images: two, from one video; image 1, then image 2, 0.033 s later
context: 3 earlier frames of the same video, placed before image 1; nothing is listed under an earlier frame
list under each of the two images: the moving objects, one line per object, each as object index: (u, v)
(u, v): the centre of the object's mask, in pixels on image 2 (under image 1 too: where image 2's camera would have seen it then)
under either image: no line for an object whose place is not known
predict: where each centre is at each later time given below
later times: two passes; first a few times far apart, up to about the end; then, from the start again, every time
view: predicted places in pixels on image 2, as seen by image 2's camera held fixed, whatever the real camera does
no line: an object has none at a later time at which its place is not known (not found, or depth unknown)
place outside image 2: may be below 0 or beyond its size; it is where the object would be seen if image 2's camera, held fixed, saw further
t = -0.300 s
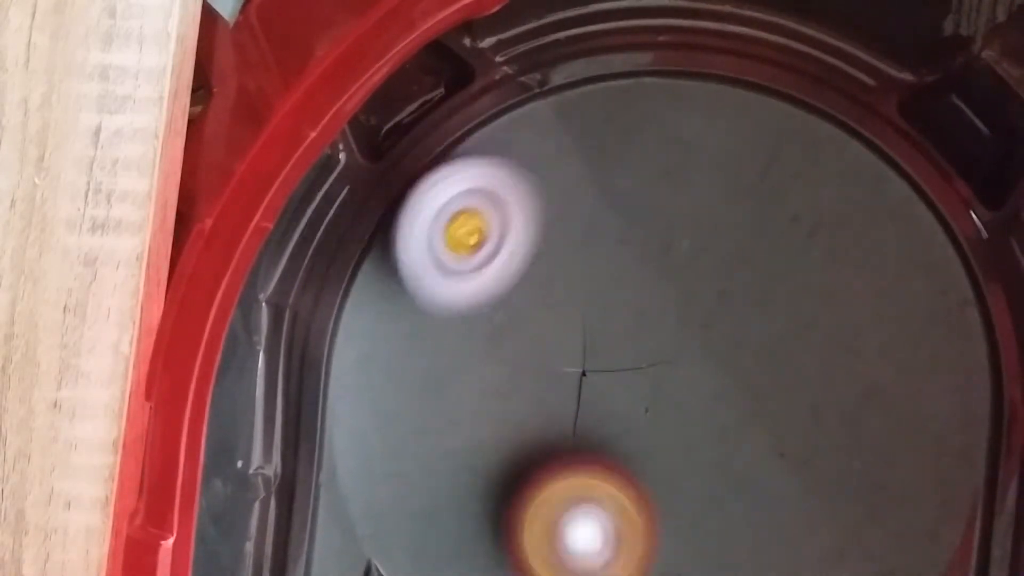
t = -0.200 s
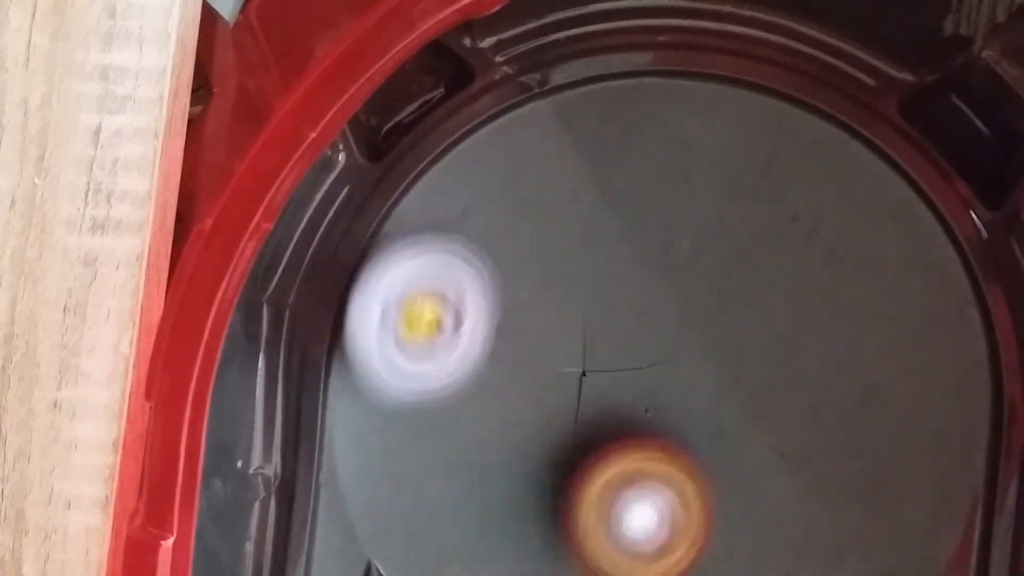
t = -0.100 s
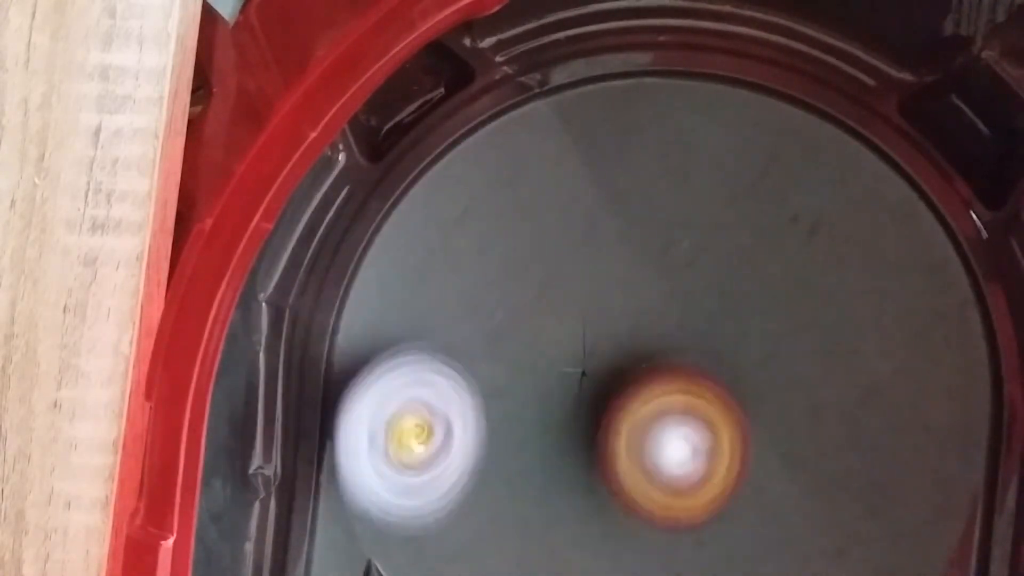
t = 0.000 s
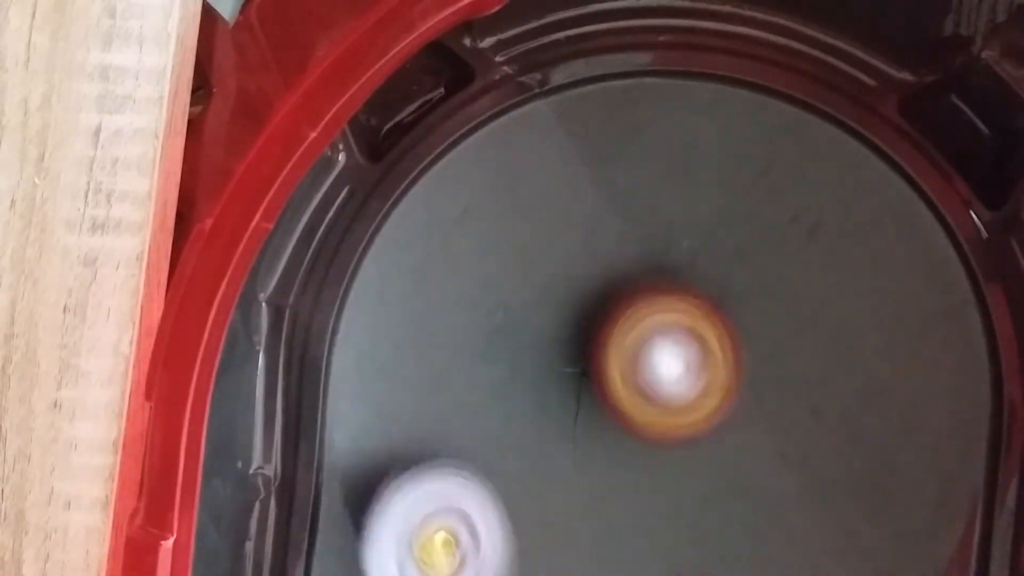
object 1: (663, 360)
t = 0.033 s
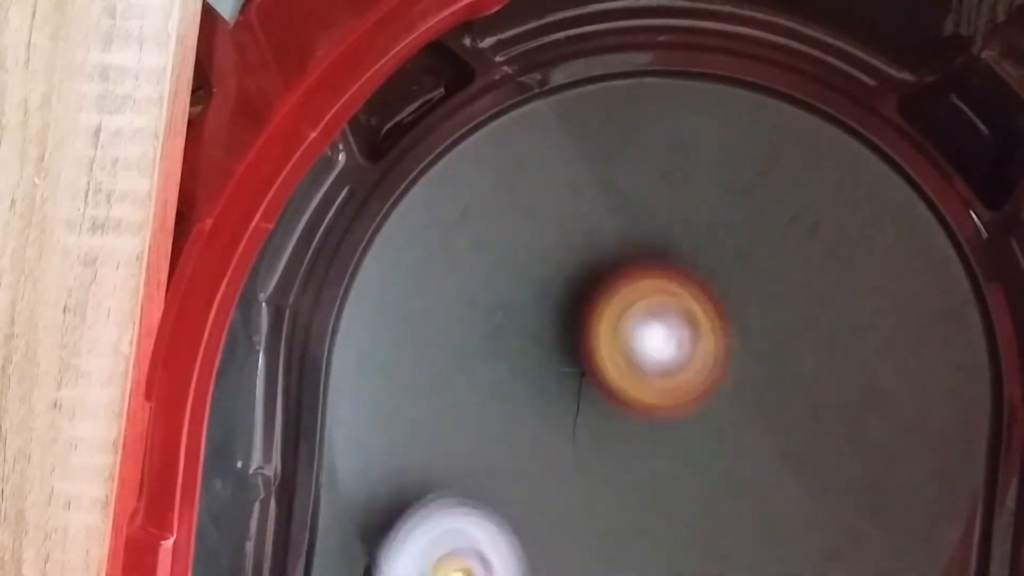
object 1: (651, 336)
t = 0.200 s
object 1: (569, 299)
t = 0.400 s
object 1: (575, 432)
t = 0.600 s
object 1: (748, 420)
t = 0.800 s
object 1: (751, 272)
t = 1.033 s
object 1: (564, 327)
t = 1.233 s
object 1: (628, 526)
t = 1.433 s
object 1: (839, 535)
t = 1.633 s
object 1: (840, 364)
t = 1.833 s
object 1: (613, 276)
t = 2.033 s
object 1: (495, 423)
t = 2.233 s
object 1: (563, 546)
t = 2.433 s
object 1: (763, 525)
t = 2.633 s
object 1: (782, 358)
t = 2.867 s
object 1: (621, 248)
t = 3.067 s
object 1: (534, 372)
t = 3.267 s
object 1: (628, 415)
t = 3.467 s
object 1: (745, 379)
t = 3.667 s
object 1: (723, 263)
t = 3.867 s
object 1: (589, 205)
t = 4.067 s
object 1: (511, 296)
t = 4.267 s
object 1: (438, 343)
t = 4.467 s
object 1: (518, 433)
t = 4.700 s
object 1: (656, 454)
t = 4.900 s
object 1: (656, 422)
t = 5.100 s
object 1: (665, 409)
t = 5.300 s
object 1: (673, 407)
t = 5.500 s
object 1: (683, 420)
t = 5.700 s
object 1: (685, 433)
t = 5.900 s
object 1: (683, 442)
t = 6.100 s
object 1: (714, 417)
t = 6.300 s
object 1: (739, 401)
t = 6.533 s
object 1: (731, 393)
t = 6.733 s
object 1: (740, 423)
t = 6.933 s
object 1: (715, 447)
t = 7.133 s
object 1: (686, 443)
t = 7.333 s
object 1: (716, 456)
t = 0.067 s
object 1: (635, 318)
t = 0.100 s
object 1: (619, 305)
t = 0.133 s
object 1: (602, 297)
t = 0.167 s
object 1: (585, 294)
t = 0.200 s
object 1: (569, 299)
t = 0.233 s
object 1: (551, 311)
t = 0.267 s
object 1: (544, 333)
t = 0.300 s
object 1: (541, 354)
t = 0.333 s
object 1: (544, 381)
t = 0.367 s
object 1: (556, 409)
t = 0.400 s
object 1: (575, 432)
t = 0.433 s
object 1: (600, 448)
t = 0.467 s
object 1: (630, 454)
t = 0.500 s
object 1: (660, 455)
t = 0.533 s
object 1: (691, 448)
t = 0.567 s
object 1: (720, 436)
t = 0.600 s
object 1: (748, 420)
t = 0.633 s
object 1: (770, 400)
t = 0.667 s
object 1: (781, 379)
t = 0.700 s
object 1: (786, 355)
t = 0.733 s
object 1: (783, 329)
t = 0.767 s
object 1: (768, 299)
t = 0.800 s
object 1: (751, 272)
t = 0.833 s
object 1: (723, 251)
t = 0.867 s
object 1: (692, 242)
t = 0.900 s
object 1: (658, 242)
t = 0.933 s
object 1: (624, 252)
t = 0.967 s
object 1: (597, 270)
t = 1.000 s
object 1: (578, 296)
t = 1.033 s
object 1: (564, 327)
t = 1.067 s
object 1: (555, 361)
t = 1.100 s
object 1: (555, 401)
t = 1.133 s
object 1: (559, 441)
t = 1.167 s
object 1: (578, 479)
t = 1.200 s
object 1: (601, 509)
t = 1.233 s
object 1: (628, 526)
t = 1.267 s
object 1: (657, 537)
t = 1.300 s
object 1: (691, 545)
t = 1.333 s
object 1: (730, 548)
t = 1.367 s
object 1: (772, 547)
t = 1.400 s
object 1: (809, 542)
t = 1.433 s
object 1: (839, 535)
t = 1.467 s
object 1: (869, 525)
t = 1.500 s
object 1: (882, 508)
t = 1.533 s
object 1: (881, 477)
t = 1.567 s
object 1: (877, 442)
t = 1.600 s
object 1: (862, 403)
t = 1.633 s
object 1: (840, 364)
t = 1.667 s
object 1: (810, 333)
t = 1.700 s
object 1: (771, 308)
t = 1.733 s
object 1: (731, 290)
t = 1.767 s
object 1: (687, 278)
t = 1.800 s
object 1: (648, 274)
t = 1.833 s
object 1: (613, 276)
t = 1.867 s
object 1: (582, 287)
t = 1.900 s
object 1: (554, 304)
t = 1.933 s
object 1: (531, 330)
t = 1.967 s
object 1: (514, 358)
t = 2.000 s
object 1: (502, 390)
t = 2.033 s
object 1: (495, 423)
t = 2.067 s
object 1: (491, 454)
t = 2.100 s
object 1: (492, 485)
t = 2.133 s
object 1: (500, 508)
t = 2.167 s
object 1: (513, 524)
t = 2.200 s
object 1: (535, 536)
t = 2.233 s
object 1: (563, 546)
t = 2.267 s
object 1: (594, 552)
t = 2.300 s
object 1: (631, 556)
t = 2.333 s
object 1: (669, 553)
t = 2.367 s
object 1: (707, 549)
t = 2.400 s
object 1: (739, 539)
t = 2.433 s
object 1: (763, 525)
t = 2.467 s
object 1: (783, 508)
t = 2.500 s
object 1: (802, 478)
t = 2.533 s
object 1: (809, 446)
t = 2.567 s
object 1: (804, 418)
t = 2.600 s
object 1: (794, 388)
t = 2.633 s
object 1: (782, 358)
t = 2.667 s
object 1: (768, 330)
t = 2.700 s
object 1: (750, 304)
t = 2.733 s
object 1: (729, 282)
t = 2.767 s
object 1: (704, 265)
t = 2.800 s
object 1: (678, 253)
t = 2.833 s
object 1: (648, 247)
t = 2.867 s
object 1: (621, 248)
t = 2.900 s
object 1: (599, 258)
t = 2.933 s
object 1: (578, 274)
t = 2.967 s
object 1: (557, 291)
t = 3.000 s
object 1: (543, 316)
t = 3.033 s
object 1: (535, 343)
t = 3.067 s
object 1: (534, 372)
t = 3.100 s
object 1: (543, 396)
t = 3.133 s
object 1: (558, 406)
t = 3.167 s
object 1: (577, 413)
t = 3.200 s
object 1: (597, 418)
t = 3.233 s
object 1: (612, 418)
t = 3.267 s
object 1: (628, 415)
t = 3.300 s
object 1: (648, 415)
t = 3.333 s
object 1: (666, 410)
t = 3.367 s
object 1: (685, 403)
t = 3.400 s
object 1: (705, 396)
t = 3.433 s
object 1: (727, 389)
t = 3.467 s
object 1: (745, 379)
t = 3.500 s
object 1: (752, 367)
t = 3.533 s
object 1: (756, 350)
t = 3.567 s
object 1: (756, 330)
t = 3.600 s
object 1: (751, 310)
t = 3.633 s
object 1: (742, 291)
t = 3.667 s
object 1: (723, 263)
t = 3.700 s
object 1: (698, 237)
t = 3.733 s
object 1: (678, 222)
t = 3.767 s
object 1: (652, 209)
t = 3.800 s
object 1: (631, 203)
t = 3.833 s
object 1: (607, 202)
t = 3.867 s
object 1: (589, 205)
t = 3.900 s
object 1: (573, 215)
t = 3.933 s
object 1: (552, 225)
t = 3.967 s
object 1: (537, 240)
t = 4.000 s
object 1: (528, 258)
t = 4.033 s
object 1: (520, 278)
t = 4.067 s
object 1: (511, 296)
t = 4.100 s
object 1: (490, 295)
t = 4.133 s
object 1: (472, 297)
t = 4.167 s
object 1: (461, 306)
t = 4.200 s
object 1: (453, 315)
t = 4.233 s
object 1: (443, 328)
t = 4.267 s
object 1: (438, 343)
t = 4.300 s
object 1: (437, 362)
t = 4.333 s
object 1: (444, 382)
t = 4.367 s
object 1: (456, 397)
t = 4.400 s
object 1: (473, 414)
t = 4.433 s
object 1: (496, 424)
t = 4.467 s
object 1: (518, 433)
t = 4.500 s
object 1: (544, 441)
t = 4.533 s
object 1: (568, 445)
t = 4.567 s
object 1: (594, 455)
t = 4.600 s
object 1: (615, 457)
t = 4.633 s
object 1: (631, 458)
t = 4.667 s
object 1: (646, 459)
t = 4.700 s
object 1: (656, 454)
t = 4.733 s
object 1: (644, 437)
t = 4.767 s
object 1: (647, 432)
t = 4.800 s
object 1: (648, 429)
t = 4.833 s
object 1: (651, 426)
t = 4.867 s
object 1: (652, 422)
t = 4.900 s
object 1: (656, 422)
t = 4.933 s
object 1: (659, 418)
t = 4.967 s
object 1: (660, 419)
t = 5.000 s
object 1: (662, 416)
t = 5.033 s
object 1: (662, 414)
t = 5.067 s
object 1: (666, 410)
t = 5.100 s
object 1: (665, 409)
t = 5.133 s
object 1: (669, 406)
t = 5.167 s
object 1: (667, 407)
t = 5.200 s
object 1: (672, 405)
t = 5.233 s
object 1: (670, 406)
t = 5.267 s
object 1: (674, 406)
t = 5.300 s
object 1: (673, 407)
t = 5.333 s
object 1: (677, 408)
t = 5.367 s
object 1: (675, 409)
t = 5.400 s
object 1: (681, 412)
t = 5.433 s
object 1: (679, 415)
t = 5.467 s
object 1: (682, 418)
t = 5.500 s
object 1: (683, 420)
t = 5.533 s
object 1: (687, 422)
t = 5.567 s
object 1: (685, 425)
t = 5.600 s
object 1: (687, 427)
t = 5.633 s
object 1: (685, 428)
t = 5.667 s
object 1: (689, 431)
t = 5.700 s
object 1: (685, 433)
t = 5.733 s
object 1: (688, 434)
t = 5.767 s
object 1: (685, 437)
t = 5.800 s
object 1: (688, 436)
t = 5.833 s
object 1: (684, 440)
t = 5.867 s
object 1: (687, 438)
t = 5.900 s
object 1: (683, 442)
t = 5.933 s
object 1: (686, 440)
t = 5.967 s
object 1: (687, 438)
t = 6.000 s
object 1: (696, 429)
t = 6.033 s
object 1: (704, 427)
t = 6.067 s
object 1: (708, 423)
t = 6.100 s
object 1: (714, 417)
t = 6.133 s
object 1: (717, 416)
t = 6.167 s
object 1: (721, 407)
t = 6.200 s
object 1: (728, 407)
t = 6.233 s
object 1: (731, 405)
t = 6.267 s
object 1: (738, 401)
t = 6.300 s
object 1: (739, 401)
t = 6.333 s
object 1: (741, 394)
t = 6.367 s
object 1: (744, 395)
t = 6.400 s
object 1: (739, 395)
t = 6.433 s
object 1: (737, 391)
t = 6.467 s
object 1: (730, 393)
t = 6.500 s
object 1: (727, 390)
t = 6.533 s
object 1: (731, 393)
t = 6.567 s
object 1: (729, 397)
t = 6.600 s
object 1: (728, 395)
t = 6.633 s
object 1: (726, 401)
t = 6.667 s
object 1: (722, 405)
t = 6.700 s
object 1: (731, 410)
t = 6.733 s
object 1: (740, 423)
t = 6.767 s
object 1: (742, 439)
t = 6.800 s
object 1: (729, 439)
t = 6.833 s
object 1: (730, 439)
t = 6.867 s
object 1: (728, 444)
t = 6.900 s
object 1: (721, 447)
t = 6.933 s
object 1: (715, 447)
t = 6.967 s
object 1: (716, 445)
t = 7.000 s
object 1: (716, 451)
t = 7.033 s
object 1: (704, 450)
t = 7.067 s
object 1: (696, 447)
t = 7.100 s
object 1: (689, 441)
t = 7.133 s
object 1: (686, 443)
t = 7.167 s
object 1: (690, 437)
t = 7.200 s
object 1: (705, 437)
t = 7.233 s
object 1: (718, 439)
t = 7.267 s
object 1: (724, 452)
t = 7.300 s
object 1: (714, 456)
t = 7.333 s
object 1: (716, 456)
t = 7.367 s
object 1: (713, 455)
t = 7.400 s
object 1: (711, 457)
